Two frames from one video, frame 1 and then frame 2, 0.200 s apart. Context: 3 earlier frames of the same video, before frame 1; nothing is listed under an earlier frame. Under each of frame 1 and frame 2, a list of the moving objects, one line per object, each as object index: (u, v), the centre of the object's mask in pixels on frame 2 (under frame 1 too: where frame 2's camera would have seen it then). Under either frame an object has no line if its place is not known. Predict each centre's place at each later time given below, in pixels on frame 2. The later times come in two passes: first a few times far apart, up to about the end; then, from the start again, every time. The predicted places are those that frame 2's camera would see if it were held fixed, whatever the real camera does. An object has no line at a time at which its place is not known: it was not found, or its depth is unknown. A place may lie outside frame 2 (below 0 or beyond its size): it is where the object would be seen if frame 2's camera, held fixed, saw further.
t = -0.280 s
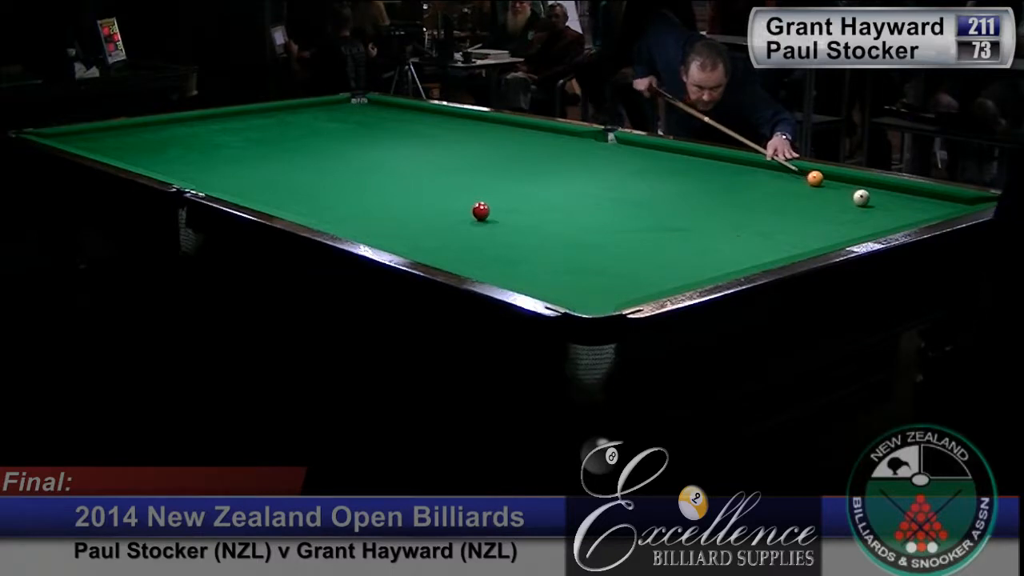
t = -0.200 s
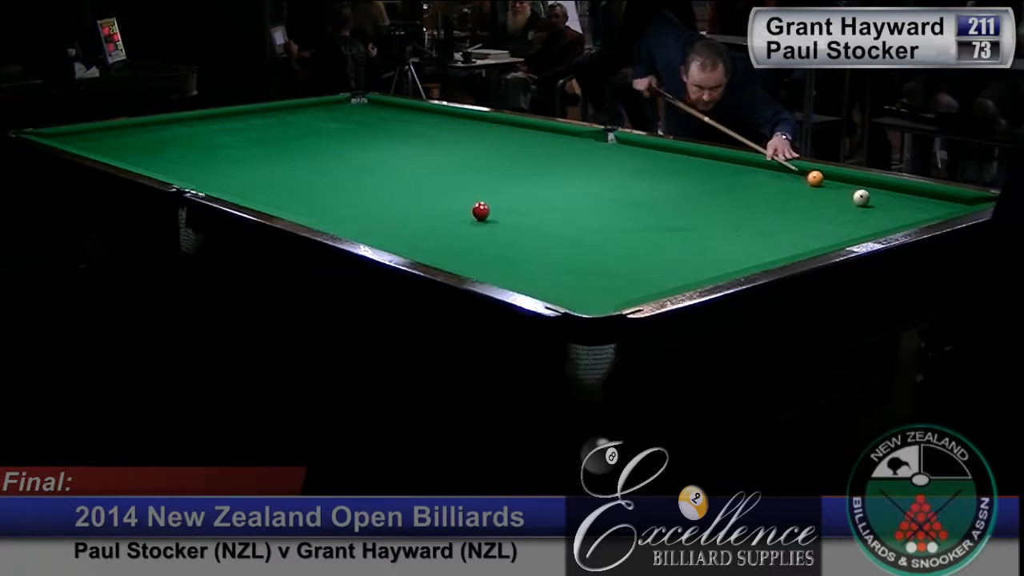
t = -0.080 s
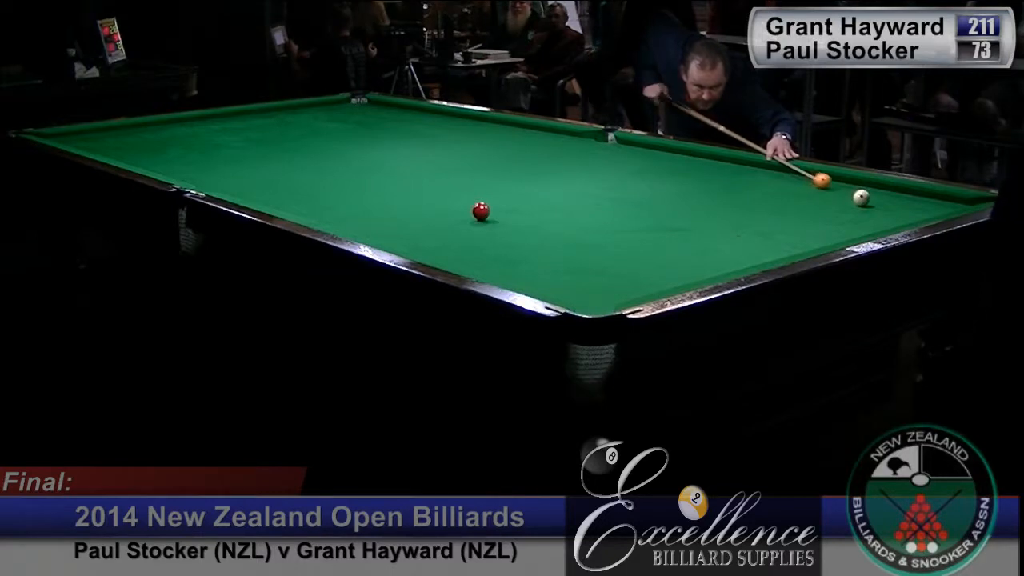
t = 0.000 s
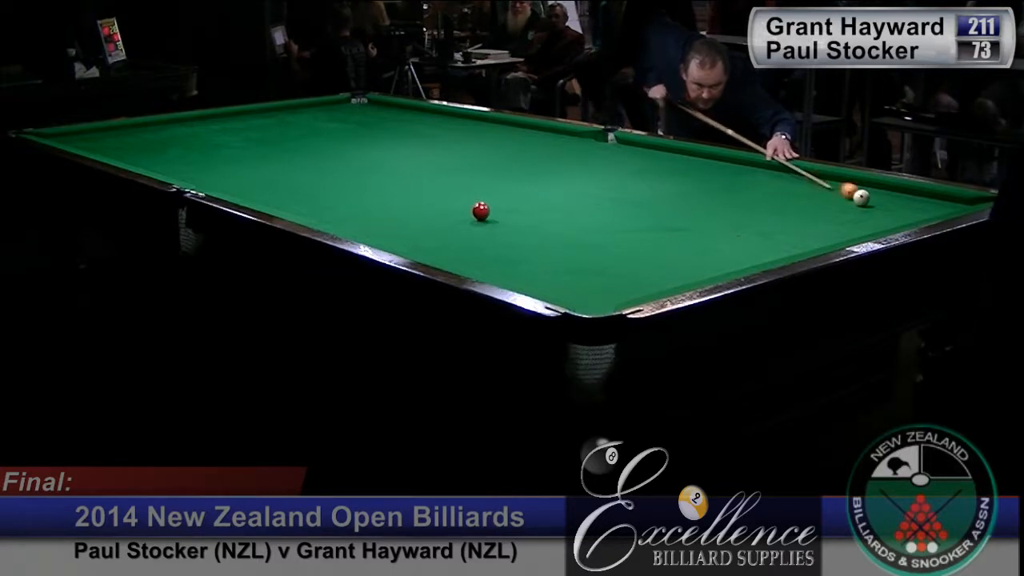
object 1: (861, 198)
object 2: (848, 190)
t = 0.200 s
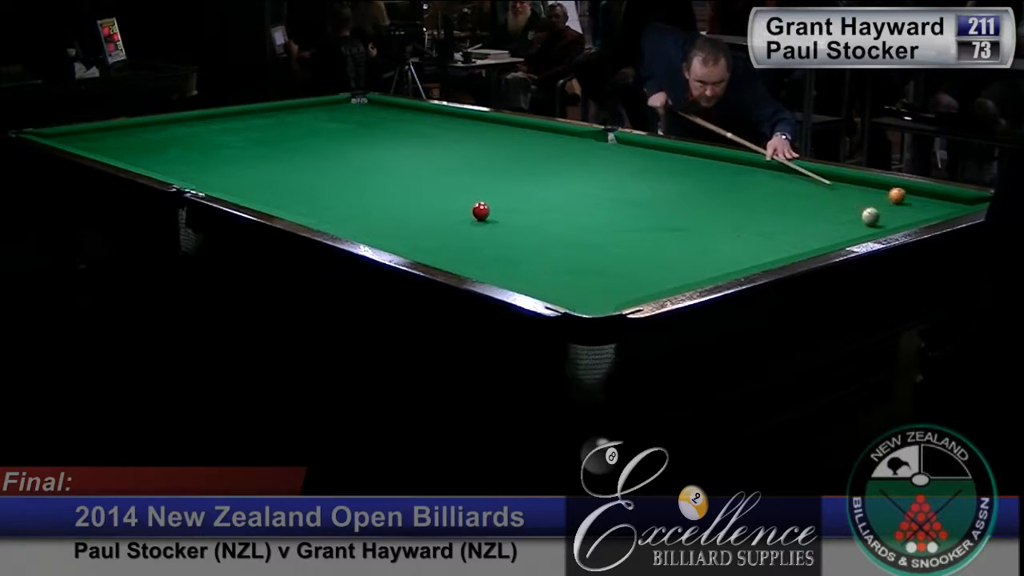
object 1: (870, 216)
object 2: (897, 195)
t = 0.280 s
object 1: (874, 223)
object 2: (912, 196)
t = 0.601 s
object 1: (805, 234)
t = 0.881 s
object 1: (723, 238)
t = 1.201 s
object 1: (630, 242)
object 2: (963, 204)
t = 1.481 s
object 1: (550, 246)
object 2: (954, 205)
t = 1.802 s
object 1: (460, 250)
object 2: (941, 204)
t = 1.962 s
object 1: (417, 248)
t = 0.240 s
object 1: (872, 221)
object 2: (904, 195)
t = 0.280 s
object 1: (874, 223)
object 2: (912, 196)
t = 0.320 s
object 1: (875, 226)
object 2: (920, 196)
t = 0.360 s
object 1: (876, 228)
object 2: (928, 196)
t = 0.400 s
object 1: (864, 229)
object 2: (935, 196)
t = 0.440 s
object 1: (851, 231)
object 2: (943, 197)
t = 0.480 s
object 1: (839, 232)
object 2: (950, 197)
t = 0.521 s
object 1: (828, 234)
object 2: (951, 195)
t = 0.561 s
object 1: (817, 234)
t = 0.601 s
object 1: (805, 234)
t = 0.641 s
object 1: (793, 235)
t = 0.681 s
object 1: (782, 235)
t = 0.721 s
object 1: (770, 236)
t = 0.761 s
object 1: (758, 236)
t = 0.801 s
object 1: (747, 237)
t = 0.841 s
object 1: (734, 237)
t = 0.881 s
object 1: (723, 238)
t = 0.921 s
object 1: (711, 238)
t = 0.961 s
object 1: (700, 239)
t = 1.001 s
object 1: (688, 239)
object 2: (963, 204)
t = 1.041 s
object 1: (677, 240)
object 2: (965, 204)
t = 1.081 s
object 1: (665, 240)
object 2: (966, 204)
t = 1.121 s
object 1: (654, 241)
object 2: (966, 204)
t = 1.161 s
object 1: (642, 241)
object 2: (964, 204)
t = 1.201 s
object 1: (630, 242)
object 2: (963, 204)
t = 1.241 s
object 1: (619, 242)
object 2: (962, 204)
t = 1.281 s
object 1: (607, 243)
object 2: (960, 204)
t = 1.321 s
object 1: (595, 243)
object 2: (959, 204)
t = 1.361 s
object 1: (584, 244)
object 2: (958, 205)
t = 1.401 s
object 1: (573, 244)
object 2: (956, 205)
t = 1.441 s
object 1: (561, 245)
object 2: (955, 205)
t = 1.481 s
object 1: (550, 246)
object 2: (954, 205)
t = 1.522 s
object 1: (538, 246)
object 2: (953, 205)
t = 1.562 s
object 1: (527, 247)
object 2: (952, 205)
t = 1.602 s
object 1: (516, 247)
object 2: (951, 205)
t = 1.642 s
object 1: (504, 248)
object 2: (949, 205)
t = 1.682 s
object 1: (493, 248)
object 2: (948, 205)
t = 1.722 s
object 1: (482, 249)
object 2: (946, 205)
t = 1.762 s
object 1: (471, 249)
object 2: (944, 205)
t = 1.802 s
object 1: (460, 250)
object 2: (941, 204)
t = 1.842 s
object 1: (449, 250)
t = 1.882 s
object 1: (439, 250)
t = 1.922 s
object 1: (427, 249)
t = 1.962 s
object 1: (417, 248)
